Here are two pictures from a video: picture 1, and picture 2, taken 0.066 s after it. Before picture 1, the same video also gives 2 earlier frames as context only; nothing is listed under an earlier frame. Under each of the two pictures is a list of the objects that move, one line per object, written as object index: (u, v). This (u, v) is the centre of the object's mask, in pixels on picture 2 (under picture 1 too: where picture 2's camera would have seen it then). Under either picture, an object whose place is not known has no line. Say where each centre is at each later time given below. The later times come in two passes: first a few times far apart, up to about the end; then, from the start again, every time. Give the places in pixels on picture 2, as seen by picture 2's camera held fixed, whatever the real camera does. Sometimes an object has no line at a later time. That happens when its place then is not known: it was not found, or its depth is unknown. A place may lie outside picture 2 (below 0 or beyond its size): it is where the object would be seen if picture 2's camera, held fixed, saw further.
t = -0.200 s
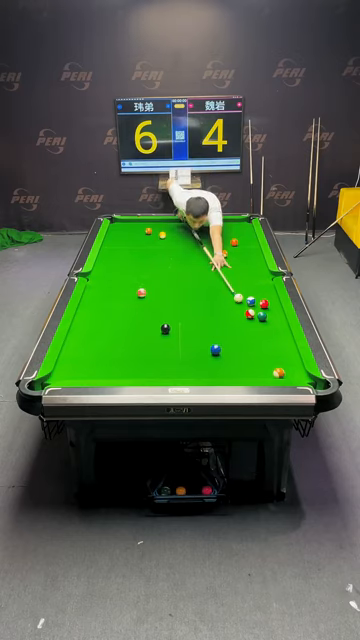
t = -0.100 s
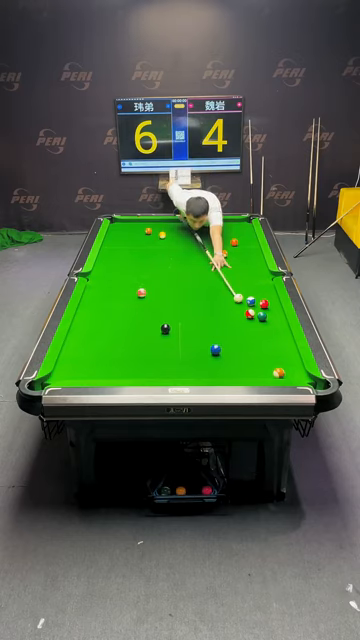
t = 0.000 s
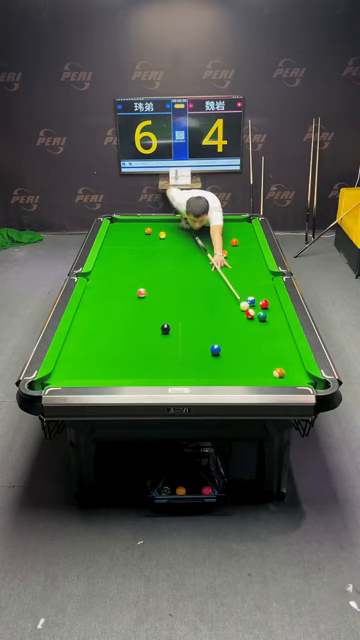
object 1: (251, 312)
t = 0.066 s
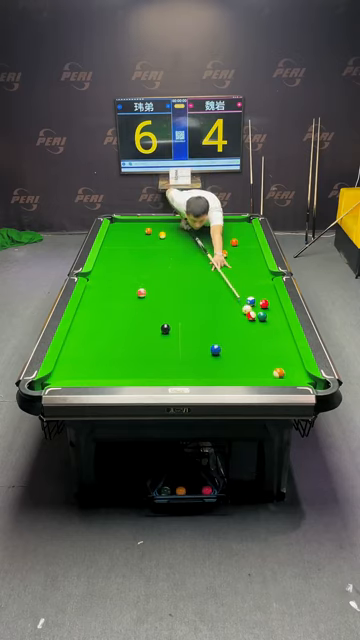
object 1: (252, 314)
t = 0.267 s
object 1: (262, 328)
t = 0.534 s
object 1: (275, 344)
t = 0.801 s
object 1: (290, 362)
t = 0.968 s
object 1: (300, 374)
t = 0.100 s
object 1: (254, 317)
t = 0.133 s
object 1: (256, 321)
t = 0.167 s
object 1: (258, 323)
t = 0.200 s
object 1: (258, 323)
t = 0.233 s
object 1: (260, 325)
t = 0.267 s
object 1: (262, 328)
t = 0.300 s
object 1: (263, 330)
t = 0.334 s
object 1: (265, 331)
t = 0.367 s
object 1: (267, 334)
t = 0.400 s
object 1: (268, 336)
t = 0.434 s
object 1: (270, 338)
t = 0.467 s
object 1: (272, 340)
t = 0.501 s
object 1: (274, 342)
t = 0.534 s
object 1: (275, 344)
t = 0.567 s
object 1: (277, 346)
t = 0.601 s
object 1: (279, 348)
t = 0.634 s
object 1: (281, 351)
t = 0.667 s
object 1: (282, 353)
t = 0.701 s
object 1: (284, 355)
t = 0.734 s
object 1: (287, 357)
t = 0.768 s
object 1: (288, 360)
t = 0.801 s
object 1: (290, 362)
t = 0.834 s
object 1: (292, 364)
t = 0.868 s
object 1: (294, 367)
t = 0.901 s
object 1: (296, 370)
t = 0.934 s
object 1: (298, 372)
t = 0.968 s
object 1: (300, 374)
